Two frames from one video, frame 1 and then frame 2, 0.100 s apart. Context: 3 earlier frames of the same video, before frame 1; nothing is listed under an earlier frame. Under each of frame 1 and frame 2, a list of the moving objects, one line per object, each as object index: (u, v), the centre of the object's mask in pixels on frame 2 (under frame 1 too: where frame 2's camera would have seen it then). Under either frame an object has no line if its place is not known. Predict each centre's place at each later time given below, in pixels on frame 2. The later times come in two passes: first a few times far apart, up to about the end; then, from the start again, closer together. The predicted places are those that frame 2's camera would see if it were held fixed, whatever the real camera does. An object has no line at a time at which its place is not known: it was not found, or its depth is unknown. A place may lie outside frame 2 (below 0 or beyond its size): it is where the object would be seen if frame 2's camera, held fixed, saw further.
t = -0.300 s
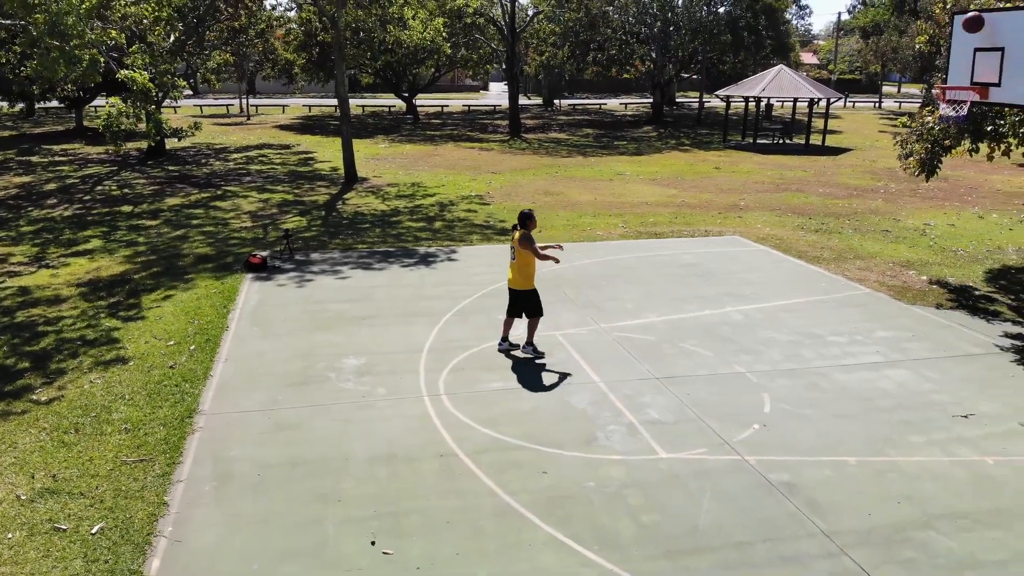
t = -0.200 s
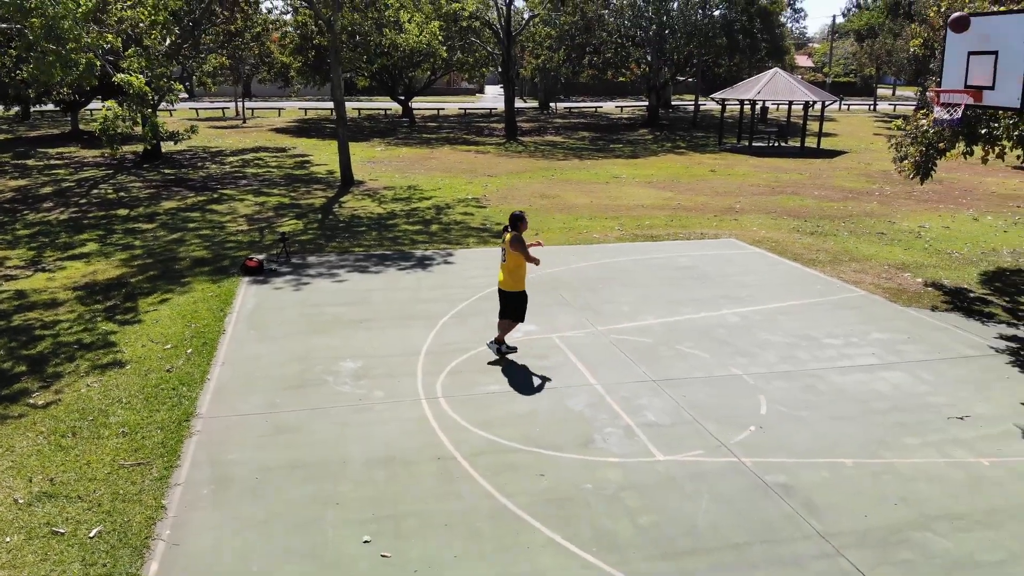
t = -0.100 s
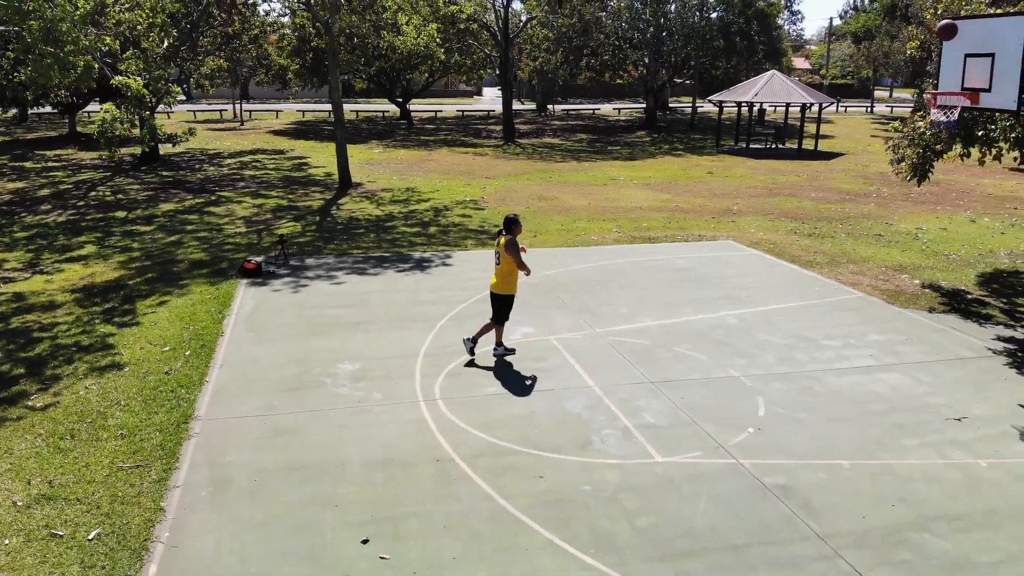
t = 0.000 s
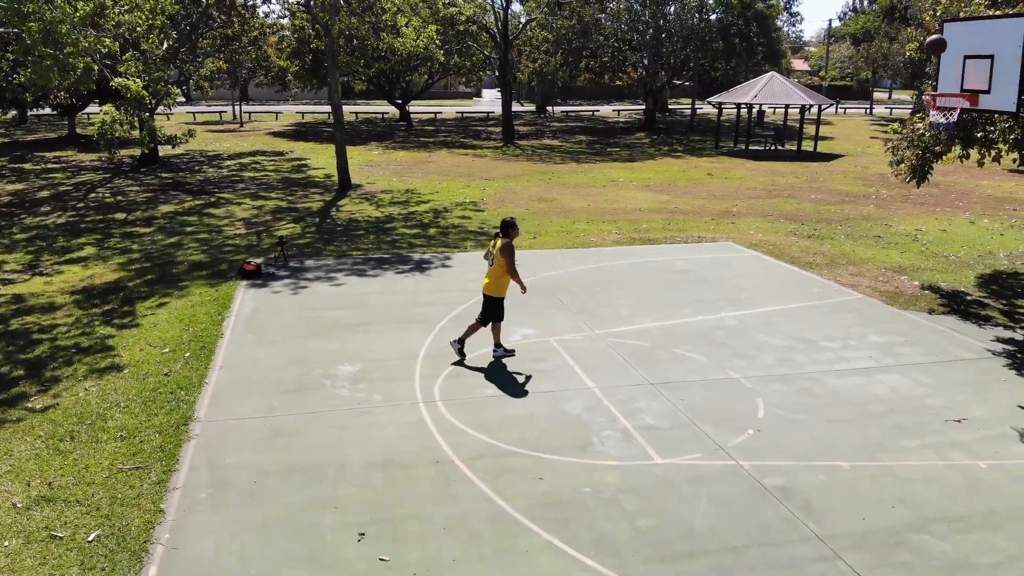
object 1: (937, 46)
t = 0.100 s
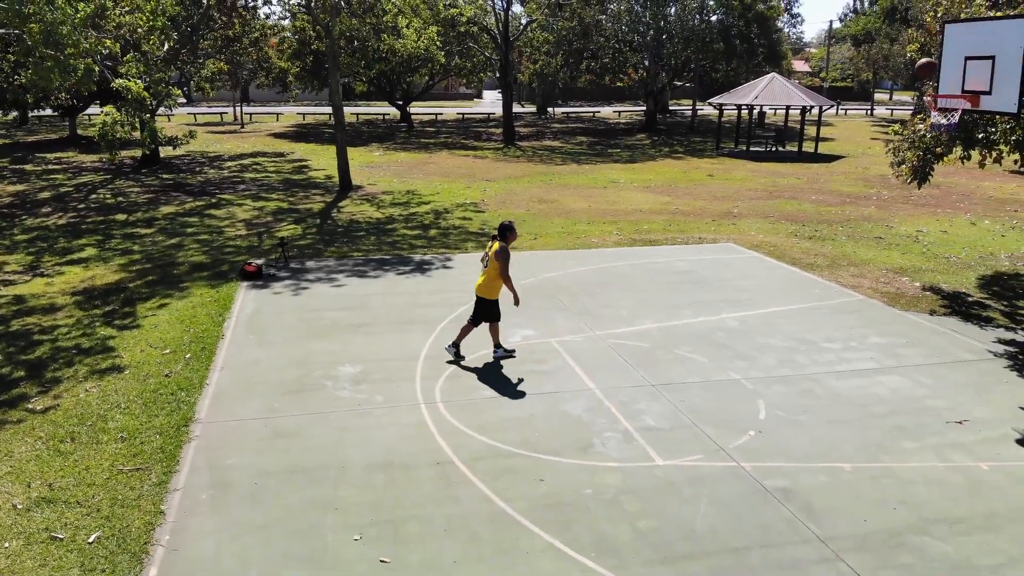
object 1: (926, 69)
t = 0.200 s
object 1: (912, 95)
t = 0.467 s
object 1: (864, 172)
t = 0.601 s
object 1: (838, 228)
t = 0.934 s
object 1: (797, 269)
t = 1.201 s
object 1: (791, 186)
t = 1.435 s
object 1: (781, 153)
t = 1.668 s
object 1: (765, 159)
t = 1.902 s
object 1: (750, 200)
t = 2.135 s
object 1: (733, 269)
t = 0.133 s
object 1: (921, 78)
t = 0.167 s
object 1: (918, 88)
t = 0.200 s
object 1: (912, 95)
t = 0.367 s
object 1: (882, 137)
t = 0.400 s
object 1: (876, 148)
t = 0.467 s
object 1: (864, 172)
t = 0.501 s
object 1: (857, 185)
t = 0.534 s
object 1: (851, 199)
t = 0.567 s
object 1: (844, 214)
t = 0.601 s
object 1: (838, 228)
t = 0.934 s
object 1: (797, 269)
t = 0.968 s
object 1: (797, 256)
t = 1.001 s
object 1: (796, 244)
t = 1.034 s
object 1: (796, 232)
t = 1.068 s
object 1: (795, 221)
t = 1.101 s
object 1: (794, 212)
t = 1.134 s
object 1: (794, 202)
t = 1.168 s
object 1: (793, 194)
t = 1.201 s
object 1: (791, 186)
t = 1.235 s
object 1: (790, 179)
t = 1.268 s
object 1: (789, 173)
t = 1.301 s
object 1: (787, 168)
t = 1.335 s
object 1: (786, 163)
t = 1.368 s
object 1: (784, 159)
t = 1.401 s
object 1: (781, 156)
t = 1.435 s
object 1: (781, 153)
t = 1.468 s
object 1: (779, 152)
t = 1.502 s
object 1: (777, 152)
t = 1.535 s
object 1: (775, 152)
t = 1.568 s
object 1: (774, 153)
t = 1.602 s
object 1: (769, 153)
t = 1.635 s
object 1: (768, 156)
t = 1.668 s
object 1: (765, 159)
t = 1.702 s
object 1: (763, 163)
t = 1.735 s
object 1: (761, 167)
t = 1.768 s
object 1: (759, 173)
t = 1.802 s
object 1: (757, 178)
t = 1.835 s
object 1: (755, 185)
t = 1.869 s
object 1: (753, 192)
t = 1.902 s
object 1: (750, 200)
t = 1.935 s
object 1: (749, 208)
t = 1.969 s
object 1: (746, 216)
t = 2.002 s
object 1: (744, 226)
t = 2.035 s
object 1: (741, 236)
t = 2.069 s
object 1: (738, 247)
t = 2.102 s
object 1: (736, 258)
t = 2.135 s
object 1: (733, 269)
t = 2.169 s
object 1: (731, 281)
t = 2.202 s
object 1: (730, 282)
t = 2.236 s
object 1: (729, 271)
